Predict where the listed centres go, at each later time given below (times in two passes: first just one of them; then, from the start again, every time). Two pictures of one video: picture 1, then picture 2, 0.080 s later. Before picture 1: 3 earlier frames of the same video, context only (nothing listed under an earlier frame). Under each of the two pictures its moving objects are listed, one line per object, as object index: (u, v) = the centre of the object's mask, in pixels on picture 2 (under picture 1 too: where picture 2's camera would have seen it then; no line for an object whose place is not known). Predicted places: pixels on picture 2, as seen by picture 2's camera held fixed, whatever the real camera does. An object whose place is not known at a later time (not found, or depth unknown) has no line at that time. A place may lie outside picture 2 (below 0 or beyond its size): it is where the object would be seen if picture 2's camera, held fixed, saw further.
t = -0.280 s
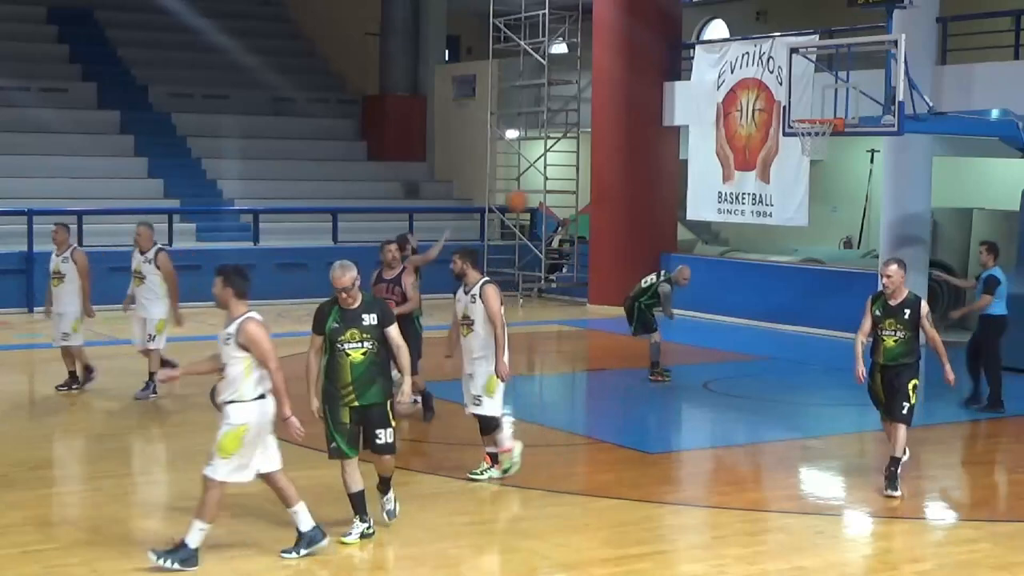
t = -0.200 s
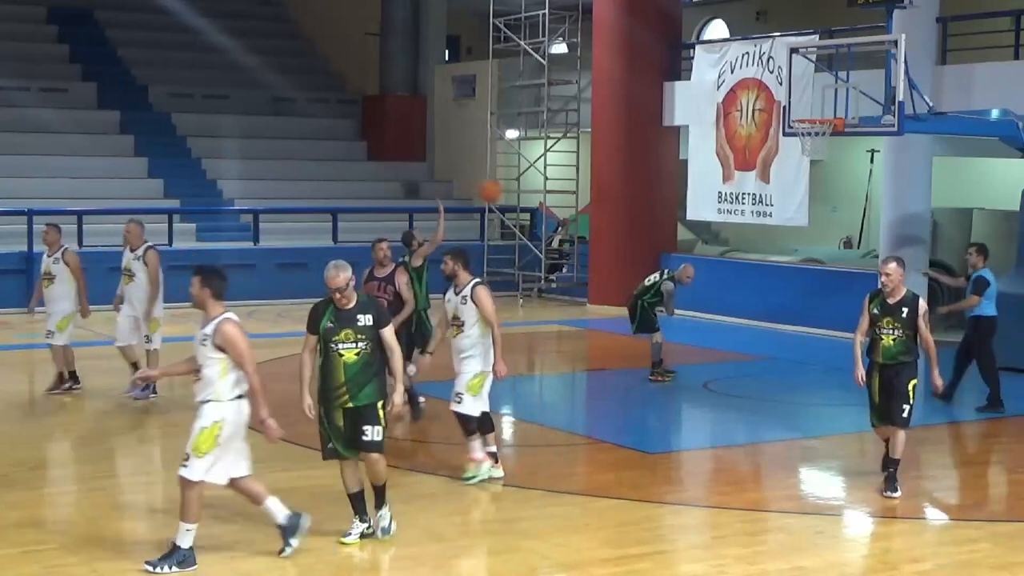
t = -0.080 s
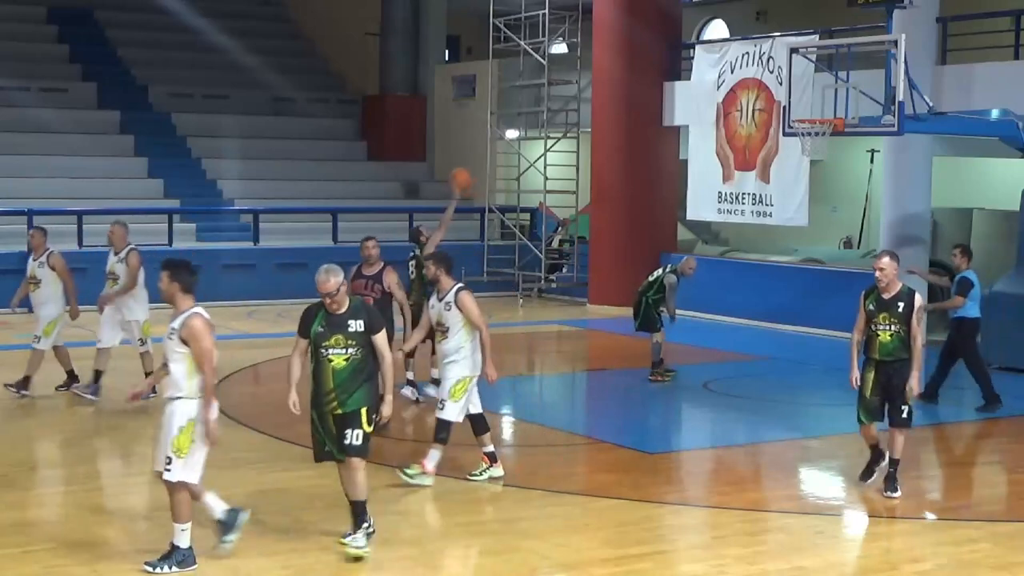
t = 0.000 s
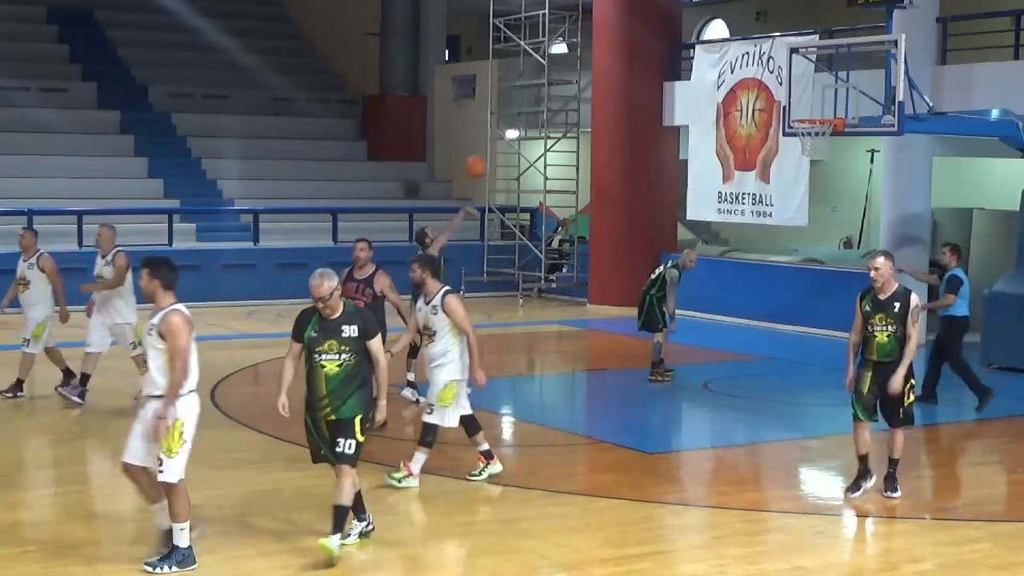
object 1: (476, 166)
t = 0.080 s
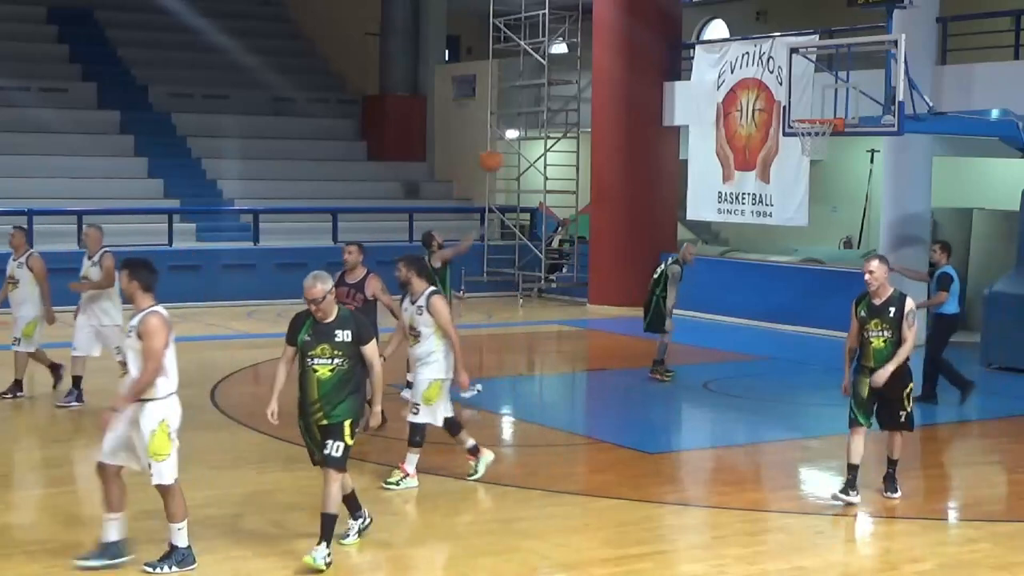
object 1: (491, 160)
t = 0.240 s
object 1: (520, 165)
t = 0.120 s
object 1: (499, 160)
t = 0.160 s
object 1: (505, 160)
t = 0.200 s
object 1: (513, 163)
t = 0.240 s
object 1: (520, 165)
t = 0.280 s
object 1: (527, 170)
